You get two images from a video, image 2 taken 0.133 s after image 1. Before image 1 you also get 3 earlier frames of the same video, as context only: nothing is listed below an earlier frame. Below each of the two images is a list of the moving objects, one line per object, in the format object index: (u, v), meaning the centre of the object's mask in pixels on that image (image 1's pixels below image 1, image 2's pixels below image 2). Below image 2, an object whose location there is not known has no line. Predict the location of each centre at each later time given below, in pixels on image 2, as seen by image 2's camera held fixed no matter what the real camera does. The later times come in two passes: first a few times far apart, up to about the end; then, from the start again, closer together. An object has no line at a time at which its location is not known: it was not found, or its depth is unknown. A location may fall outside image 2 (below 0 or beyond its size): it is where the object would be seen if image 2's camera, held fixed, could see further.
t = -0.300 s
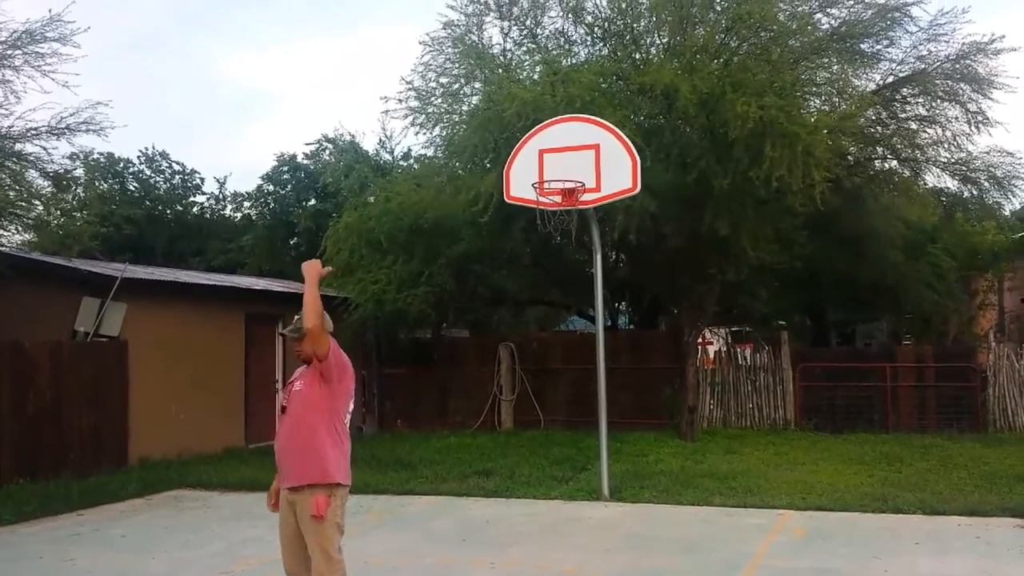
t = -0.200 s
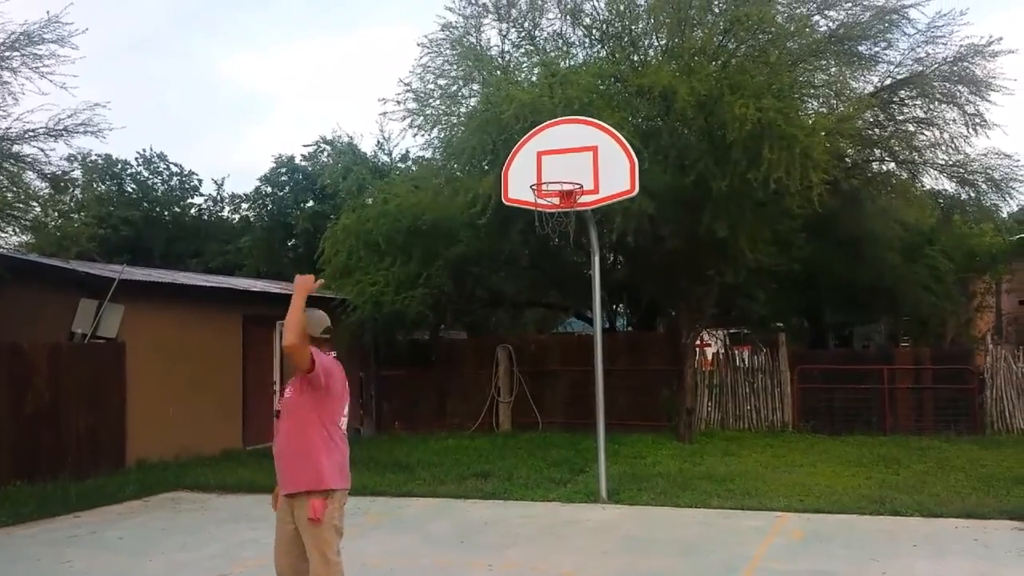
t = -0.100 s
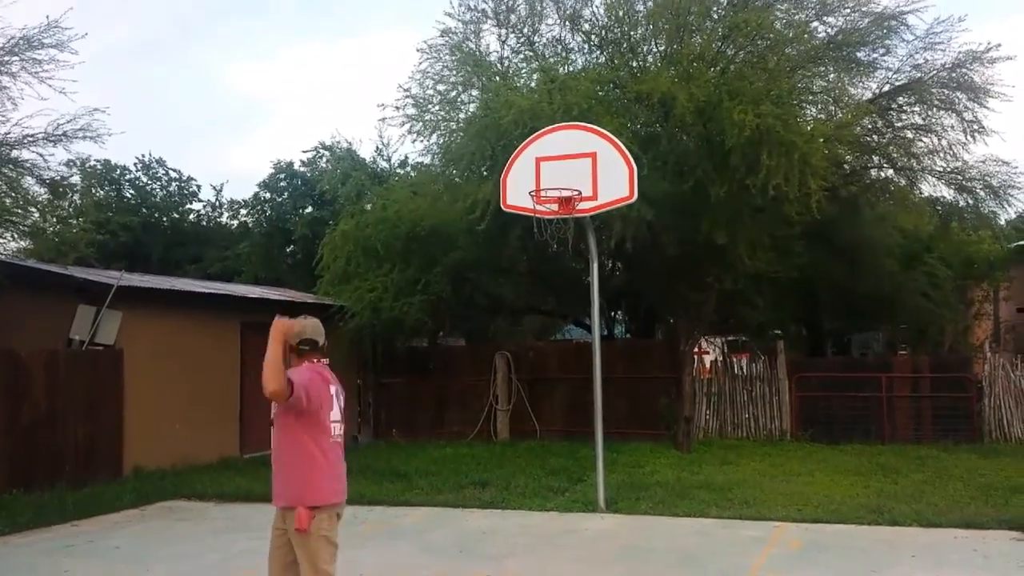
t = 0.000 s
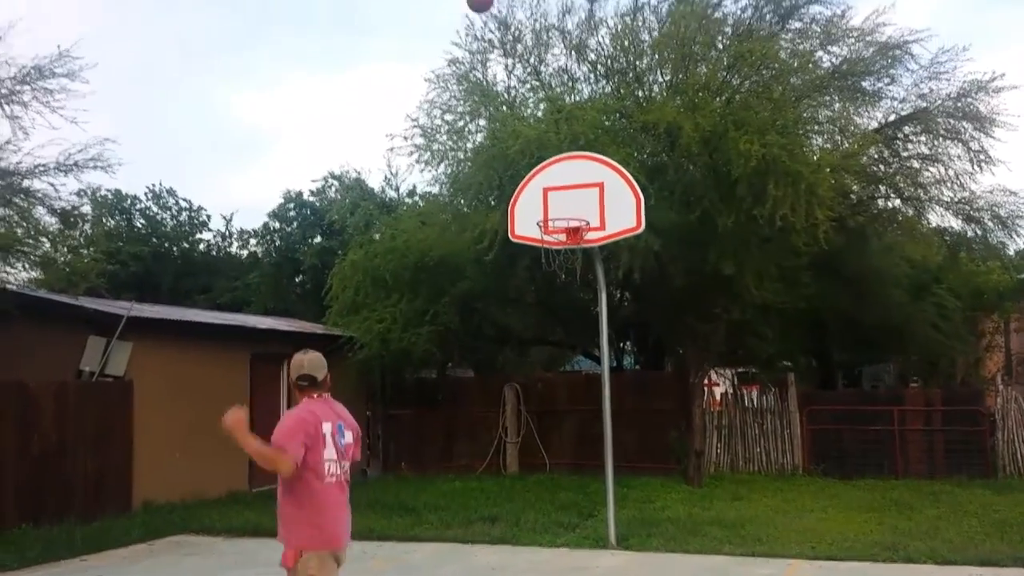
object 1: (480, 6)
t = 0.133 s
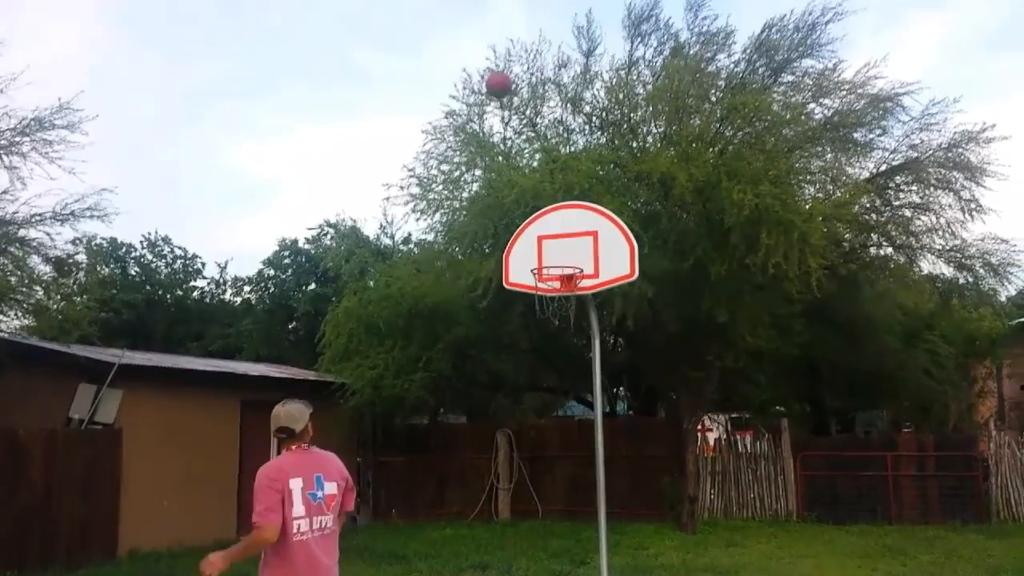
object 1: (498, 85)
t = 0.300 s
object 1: (519, 148)
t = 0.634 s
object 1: (557, 307)
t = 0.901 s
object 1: (585, 476)
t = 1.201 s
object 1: (610, 499)
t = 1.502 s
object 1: (623, 456)
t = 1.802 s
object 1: (643, 483)
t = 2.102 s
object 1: (661, 540)
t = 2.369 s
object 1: (671, 530)
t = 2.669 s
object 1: (683, 543)
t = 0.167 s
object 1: (501, 97)
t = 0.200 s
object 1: (505, 108)
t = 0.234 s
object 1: (509, 121)
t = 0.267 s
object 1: (513, 133)
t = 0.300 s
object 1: (519, 148)
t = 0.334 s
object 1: (523, 160)
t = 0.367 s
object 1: (527, 174)
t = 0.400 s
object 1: (531, 188)
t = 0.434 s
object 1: (534, 202)
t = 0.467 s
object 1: (534, 212)
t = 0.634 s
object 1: (557, 307)
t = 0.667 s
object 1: (561, 328)
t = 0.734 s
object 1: (568, 367)
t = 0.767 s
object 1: (571, 388)
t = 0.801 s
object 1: (575, 408)
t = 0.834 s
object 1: (578, 430)
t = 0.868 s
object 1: (582, 453)
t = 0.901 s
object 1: (585, 476)
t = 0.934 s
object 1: (588, 499)
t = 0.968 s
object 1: (591, 524)
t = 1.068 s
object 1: (595, 541)
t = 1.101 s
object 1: (594, 529)
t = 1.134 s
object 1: (601, 515)
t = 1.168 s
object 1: (609, 505)
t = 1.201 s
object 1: (610, 499)
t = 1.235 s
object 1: (610, 490)
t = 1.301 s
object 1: (612, 475)
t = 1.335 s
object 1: (613, 470)
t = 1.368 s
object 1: (615, 466)
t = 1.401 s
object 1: (617, 462)
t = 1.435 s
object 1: (619, 459)
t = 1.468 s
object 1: (621, 457)
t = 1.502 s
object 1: (623, 456)
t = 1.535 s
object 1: (625, 456)
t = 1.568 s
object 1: (627, 457)
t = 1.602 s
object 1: (629, 457)
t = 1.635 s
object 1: (631, 459)
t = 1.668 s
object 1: (633, 462)
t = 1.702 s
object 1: (635, 466)
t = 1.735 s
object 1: (638, 471)
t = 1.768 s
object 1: (641, 476)
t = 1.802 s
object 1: (643, 483)
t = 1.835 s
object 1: (646, 490)
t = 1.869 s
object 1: (648, 498)
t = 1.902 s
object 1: (650, 507)
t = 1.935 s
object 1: (652, 517)
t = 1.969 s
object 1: (654, 529)
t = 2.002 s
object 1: (656, 541)
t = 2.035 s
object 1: (659, 547)
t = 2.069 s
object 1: (659, 544)
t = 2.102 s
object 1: (661, 540)
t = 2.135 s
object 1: (663, 536)
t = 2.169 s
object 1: (663, 533)
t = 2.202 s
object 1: (664, 530)
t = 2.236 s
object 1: (666, 529)
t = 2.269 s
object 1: (668, 528)
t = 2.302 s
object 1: (669, 528)
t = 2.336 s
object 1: (669, 529)
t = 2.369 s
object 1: (671, 530)
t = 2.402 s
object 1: (672, 533)
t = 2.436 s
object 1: (674, 537)
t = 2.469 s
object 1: (675, 541)
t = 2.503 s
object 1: (677, 544)
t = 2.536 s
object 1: (678, 543)
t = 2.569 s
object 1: (680, 543)
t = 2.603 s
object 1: (680, 543)
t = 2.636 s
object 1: (682, 543)
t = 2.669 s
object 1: (683, 543)
